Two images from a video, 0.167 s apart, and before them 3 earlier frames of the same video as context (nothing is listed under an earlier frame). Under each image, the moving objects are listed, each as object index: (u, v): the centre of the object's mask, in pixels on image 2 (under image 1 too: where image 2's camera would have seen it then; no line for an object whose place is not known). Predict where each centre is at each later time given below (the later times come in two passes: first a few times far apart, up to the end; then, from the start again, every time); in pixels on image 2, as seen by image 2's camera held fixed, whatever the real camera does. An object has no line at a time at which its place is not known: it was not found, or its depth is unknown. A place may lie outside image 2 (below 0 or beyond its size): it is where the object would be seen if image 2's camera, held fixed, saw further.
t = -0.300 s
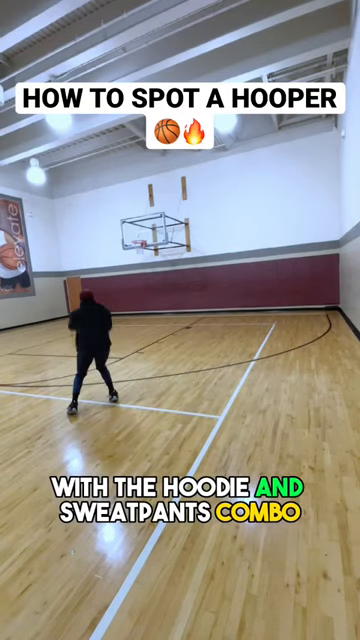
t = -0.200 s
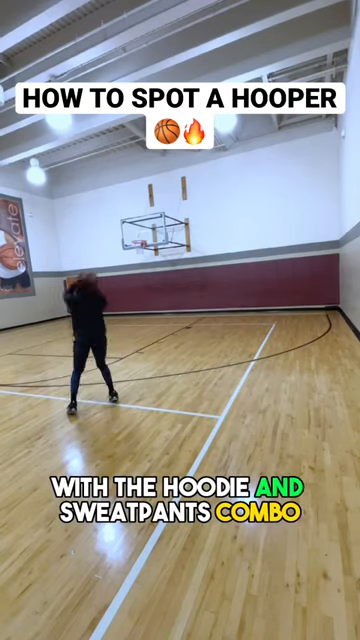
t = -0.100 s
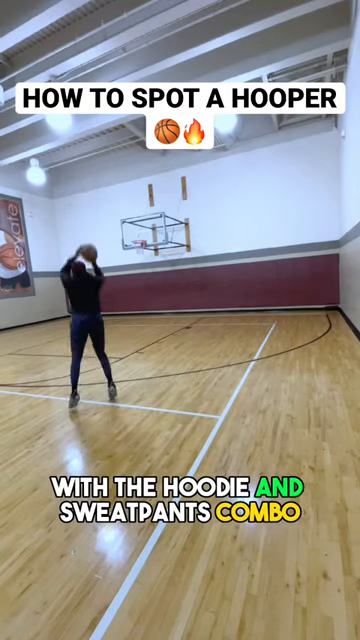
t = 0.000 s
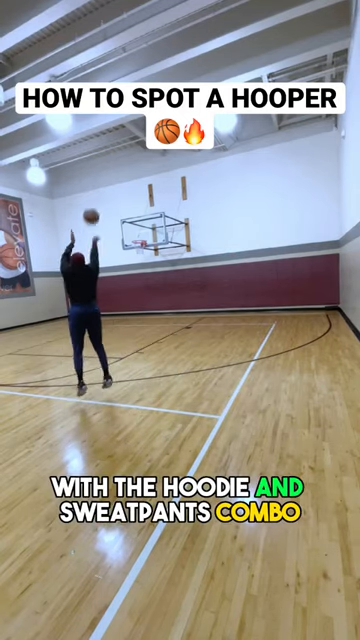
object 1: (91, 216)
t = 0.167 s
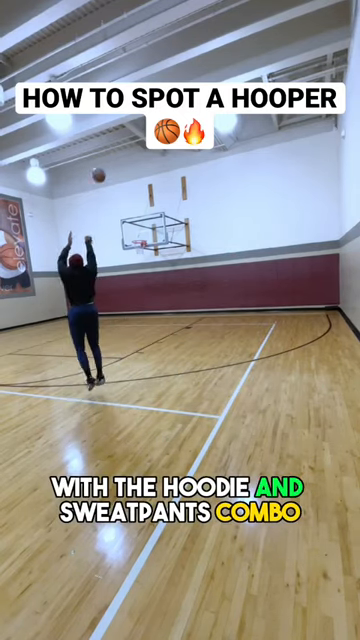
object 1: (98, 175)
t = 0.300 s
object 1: (104, 160)
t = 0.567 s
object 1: (115, 161)
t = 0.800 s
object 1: (124, 182)
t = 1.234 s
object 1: (139, 247)
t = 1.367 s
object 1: (140, 254)
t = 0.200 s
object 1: (100, 169)
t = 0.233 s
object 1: (101, 166)
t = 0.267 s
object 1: (102, 163)
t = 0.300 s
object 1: (104, 160)
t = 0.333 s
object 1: (105, 158)
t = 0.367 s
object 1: (107, 157)
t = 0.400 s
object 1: (108, 156)
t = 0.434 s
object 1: (109, 156)
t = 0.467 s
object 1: (111, 156)
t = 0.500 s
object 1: (112, 158)
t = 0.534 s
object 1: (114, 159)
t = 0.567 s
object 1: (115, 161)
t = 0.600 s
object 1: (116, 163)
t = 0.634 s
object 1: (118, 165)
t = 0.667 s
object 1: (119, 168)
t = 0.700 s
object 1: (120, 171)
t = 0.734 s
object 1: (122, 174)
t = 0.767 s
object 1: (123, 178)
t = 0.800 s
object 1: (124, 182)
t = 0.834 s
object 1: (125, 186)
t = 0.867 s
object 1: (126, 190)
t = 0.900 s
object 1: (128, 194)
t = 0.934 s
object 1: (129, 199)
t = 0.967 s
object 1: (130, 203)
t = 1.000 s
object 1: (131, 209)
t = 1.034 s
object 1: (132, 214)
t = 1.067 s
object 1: (133, 219)
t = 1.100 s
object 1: (135, 225)
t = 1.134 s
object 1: (136, 230)
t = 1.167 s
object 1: (137, 235)
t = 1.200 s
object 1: (138, 239)
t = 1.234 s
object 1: (139, 247)
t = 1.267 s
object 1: (140, 250)
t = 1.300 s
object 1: (140, 250)
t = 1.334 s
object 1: (140, 252)
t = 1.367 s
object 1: (140, 254)
